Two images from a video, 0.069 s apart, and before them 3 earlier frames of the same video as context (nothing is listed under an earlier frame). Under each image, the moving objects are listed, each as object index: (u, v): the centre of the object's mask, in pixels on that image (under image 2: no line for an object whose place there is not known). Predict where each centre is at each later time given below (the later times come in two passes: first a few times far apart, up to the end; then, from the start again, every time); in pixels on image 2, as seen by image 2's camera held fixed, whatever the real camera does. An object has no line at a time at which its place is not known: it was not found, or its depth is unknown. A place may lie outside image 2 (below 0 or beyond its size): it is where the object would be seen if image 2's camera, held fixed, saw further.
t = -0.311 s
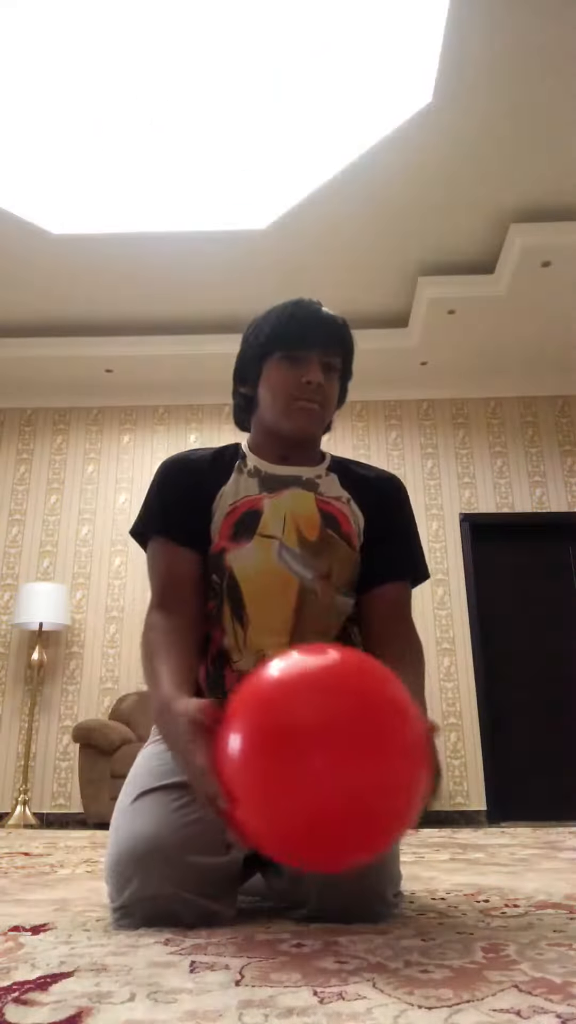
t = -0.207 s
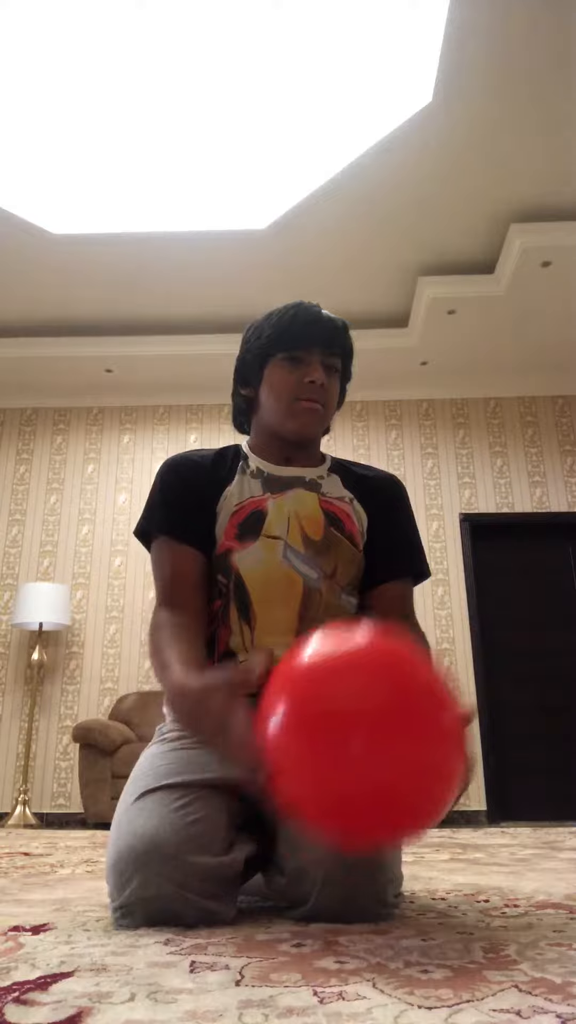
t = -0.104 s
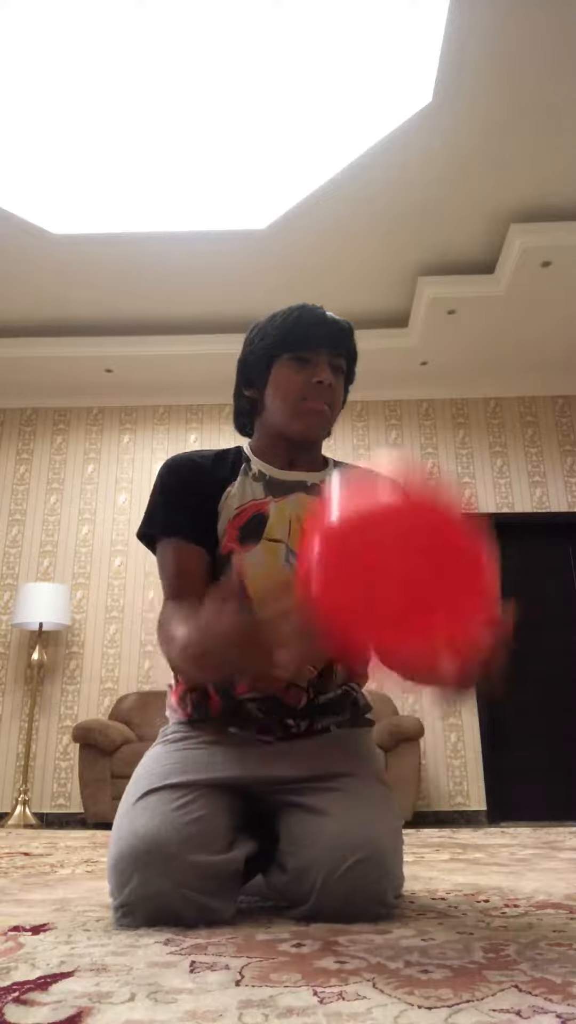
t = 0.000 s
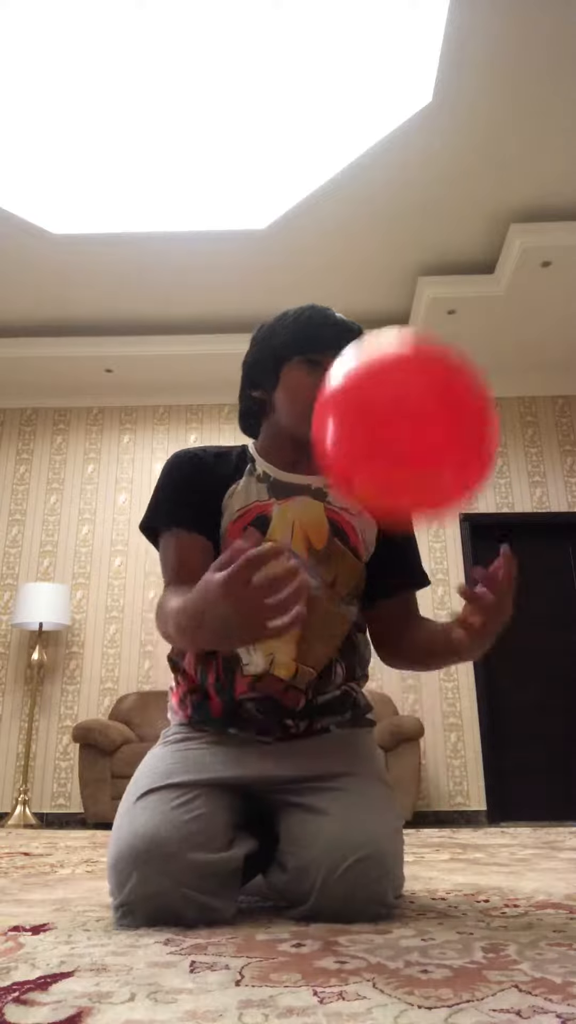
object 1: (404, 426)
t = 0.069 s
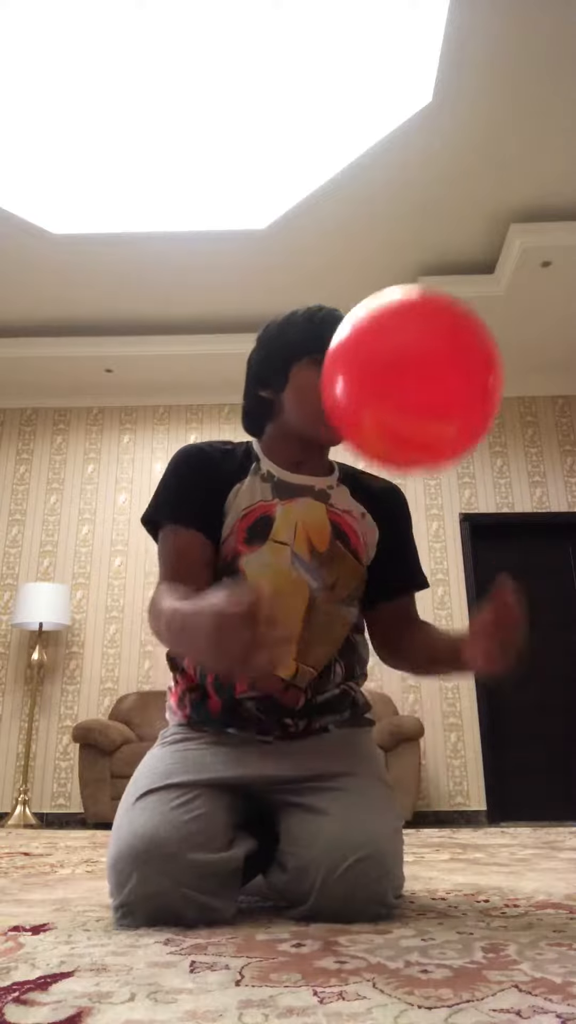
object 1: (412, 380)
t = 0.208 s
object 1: (429, 364)
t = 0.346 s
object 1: (455, 451)
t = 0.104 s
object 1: (416, 367)
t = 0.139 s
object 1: (420, 360)
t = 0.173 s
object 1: (424, 359)
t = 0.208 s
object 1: (429, 364)
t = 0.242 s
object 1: (434, 376)
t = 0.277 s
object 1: (440, 392)
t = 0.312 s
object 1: (447, 416)
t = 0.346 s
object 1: (455, 451)
